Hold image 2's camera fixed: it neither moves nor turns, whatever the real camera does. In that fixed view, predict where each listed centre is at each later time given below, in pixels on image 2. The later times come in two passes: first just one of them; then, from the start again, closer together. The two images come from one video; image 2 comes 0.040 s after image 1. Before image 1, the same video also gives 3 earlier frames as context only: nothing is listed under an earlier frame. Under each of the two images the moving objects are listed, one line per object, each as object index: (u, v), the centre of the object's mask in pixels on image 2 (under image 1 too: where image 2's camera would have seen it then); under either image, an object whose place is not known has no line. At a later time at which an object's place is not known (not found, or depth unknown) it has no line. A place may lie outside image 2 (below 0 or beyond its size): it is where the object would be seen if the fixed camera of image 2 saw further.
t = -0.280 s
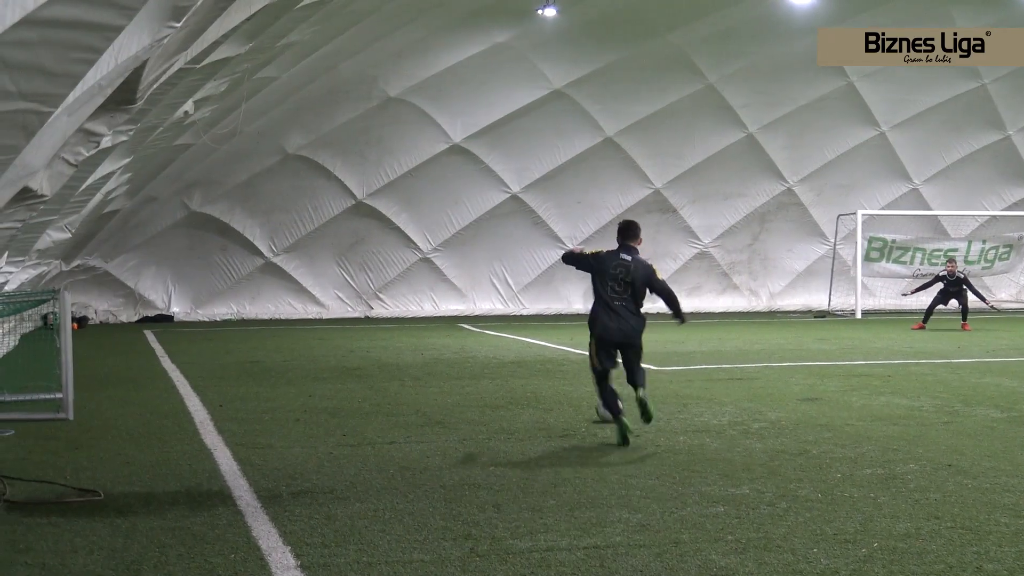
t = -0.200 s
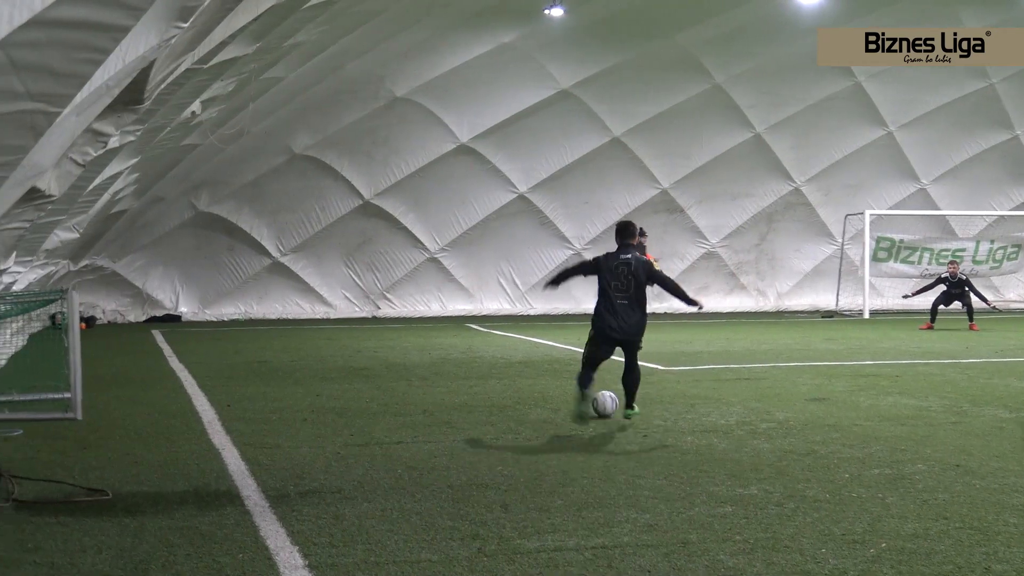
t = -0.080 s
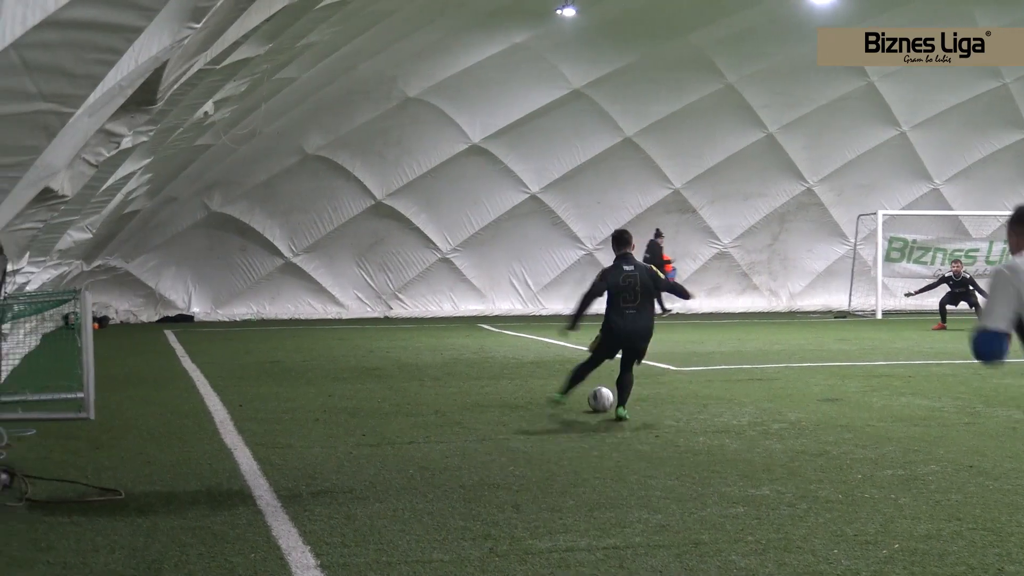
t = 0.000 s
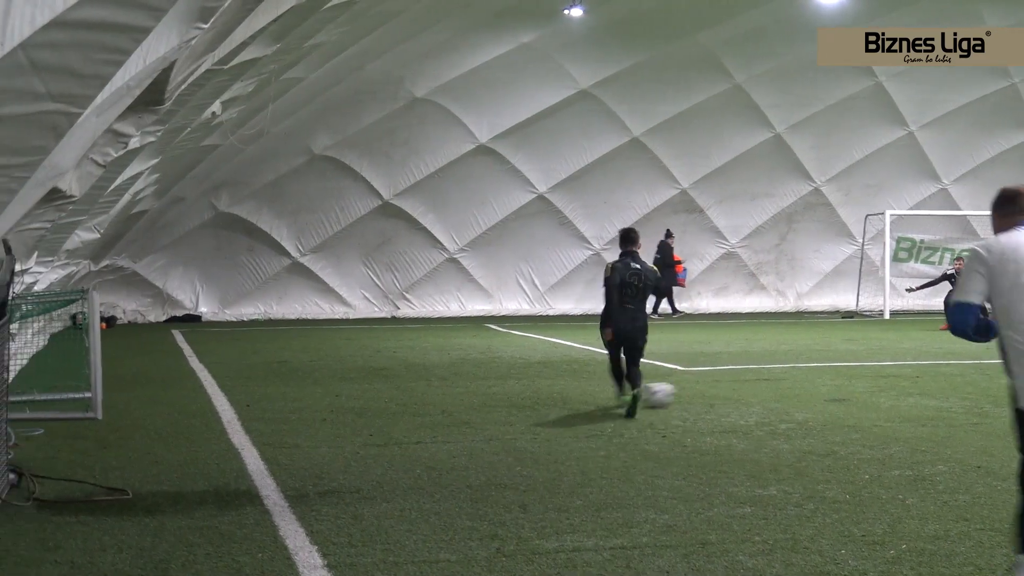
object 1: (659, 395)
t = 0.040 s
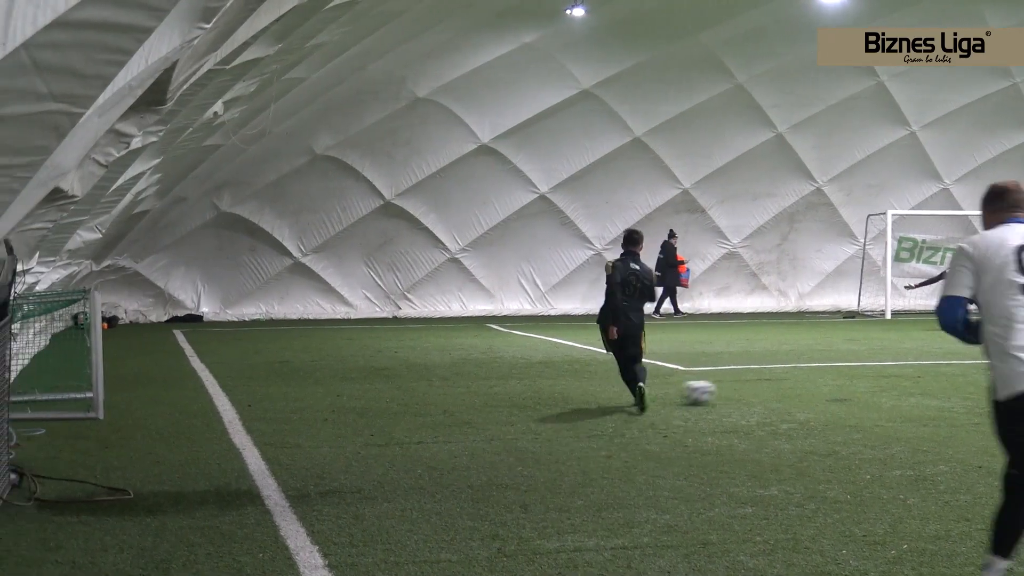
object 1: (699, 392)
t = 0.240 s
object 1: (868, 385)
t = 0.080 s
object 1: (735, 391)
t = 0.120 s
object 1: (771, 388)
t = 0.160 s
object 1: (805, 386)
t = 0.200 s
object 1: (837, 386)
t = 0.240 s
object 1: (868, 385)
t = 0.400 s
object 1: (979, 376)
